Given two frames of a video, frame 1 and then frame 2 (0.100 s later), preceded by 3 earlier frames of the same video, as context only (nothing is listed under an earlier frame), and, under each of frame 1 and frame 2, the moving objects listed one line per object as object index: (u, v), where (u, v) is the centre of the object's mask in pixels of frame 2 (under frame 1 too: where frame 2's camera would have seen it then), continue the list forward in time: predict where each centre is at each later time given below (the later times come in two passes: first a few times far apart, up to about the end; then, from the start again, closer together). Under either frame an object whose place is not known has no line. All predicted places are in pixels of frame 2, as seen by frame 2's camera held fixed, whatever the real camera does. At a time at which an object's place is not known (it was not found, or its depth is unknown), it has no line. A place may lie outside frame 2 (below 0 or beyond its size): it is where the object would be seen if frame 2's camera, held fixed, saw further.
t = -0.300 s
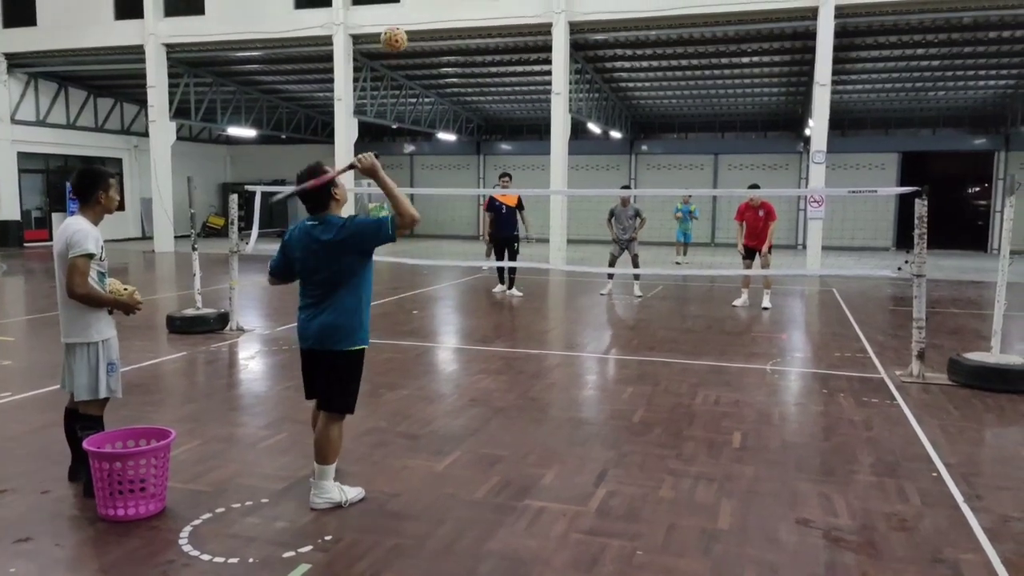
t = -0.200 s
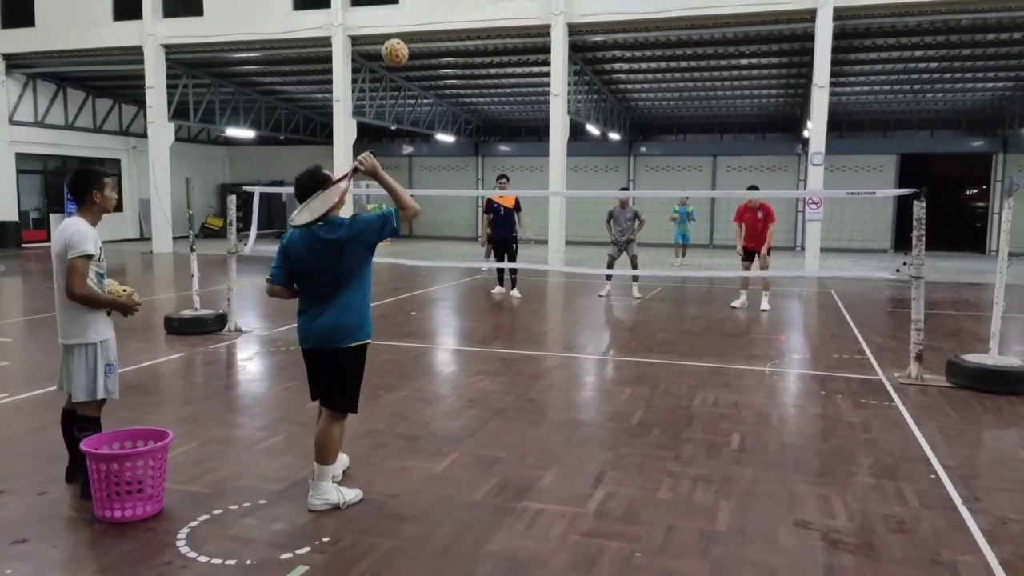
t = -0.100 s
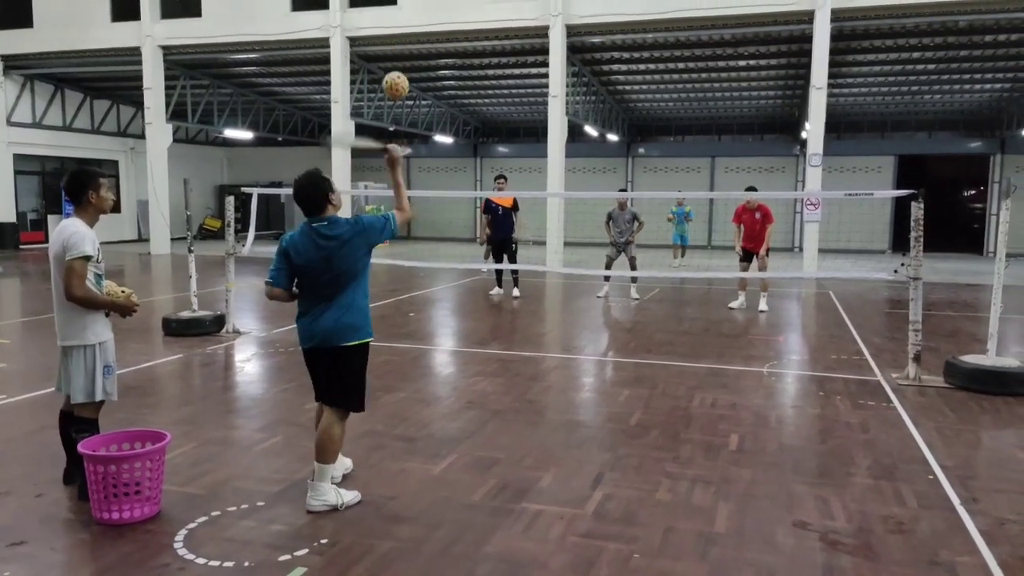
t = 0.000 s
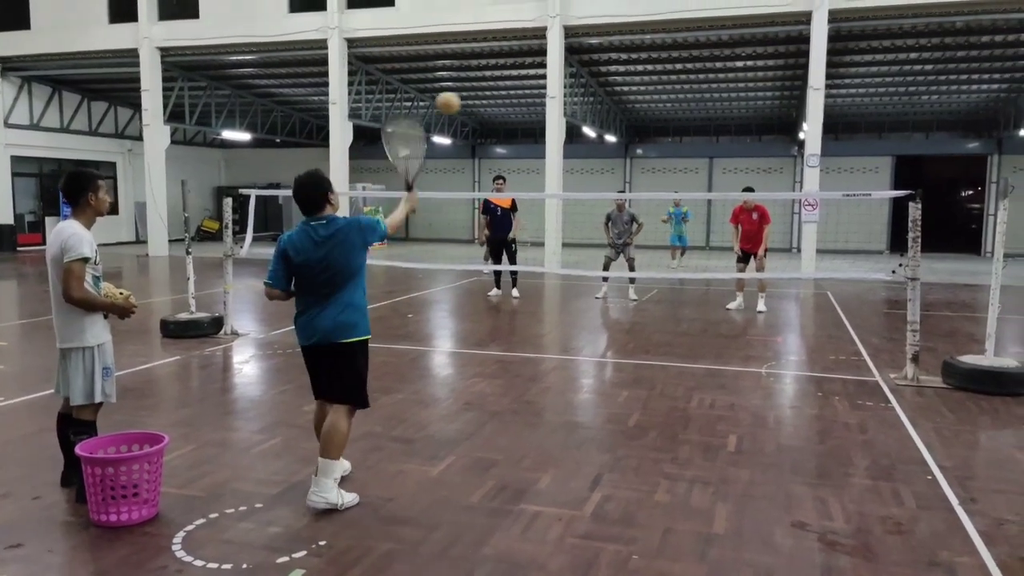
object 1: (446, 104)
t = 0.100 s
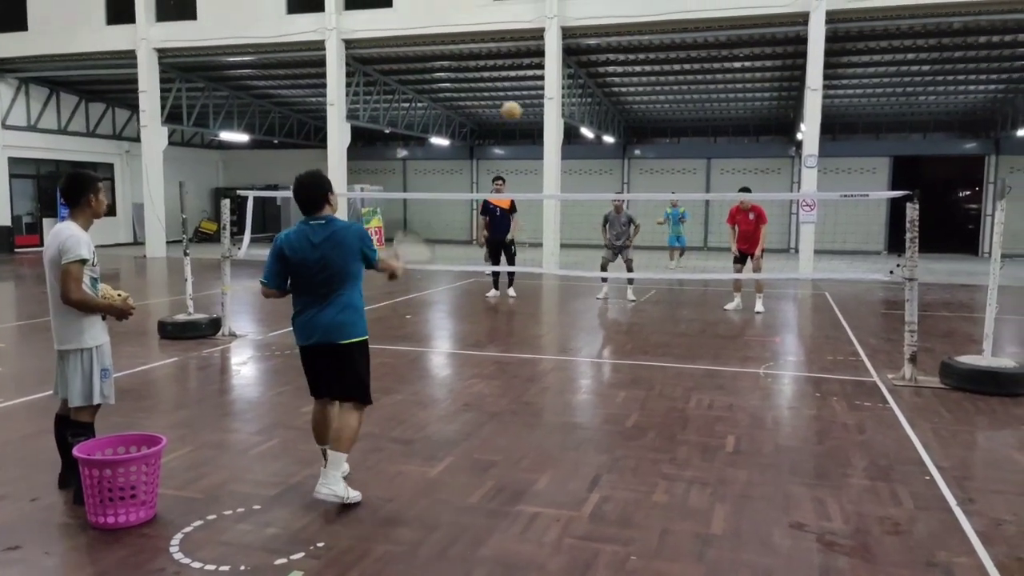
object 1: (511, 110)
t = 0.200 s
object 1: (554, 126)
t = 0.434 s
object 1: (616, 182)
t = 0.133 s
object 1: (527, 114)
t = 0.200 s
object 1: (554, 126)
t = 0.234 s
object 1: (571, 135)
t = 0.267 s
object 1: (580, 142)
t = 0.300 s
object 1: (589, 149)
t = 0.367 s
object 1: (604, 165)
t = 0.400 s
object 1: (610, 173)
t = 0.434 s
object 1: (616, 182)
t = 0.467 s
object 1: (622, 190)
